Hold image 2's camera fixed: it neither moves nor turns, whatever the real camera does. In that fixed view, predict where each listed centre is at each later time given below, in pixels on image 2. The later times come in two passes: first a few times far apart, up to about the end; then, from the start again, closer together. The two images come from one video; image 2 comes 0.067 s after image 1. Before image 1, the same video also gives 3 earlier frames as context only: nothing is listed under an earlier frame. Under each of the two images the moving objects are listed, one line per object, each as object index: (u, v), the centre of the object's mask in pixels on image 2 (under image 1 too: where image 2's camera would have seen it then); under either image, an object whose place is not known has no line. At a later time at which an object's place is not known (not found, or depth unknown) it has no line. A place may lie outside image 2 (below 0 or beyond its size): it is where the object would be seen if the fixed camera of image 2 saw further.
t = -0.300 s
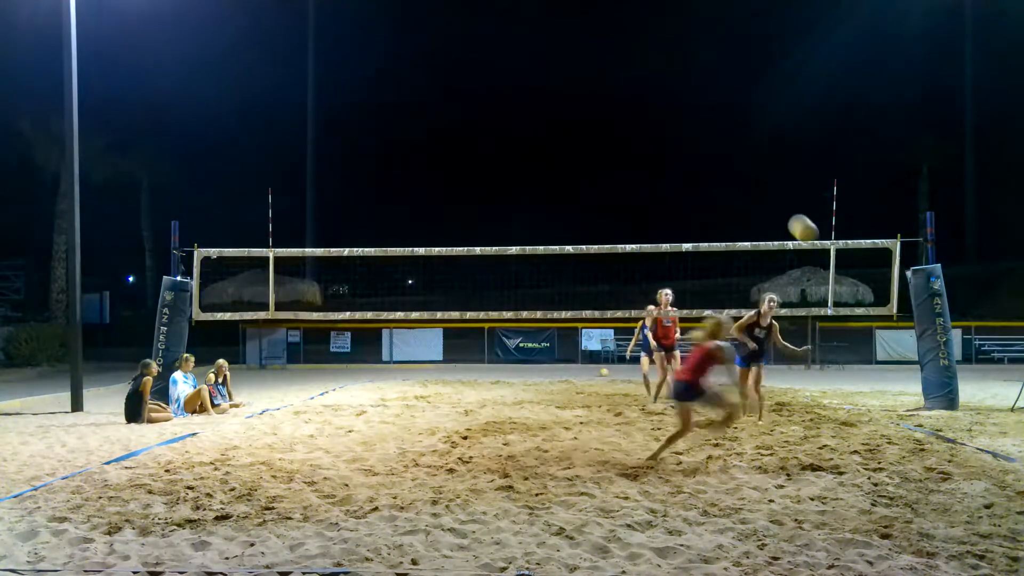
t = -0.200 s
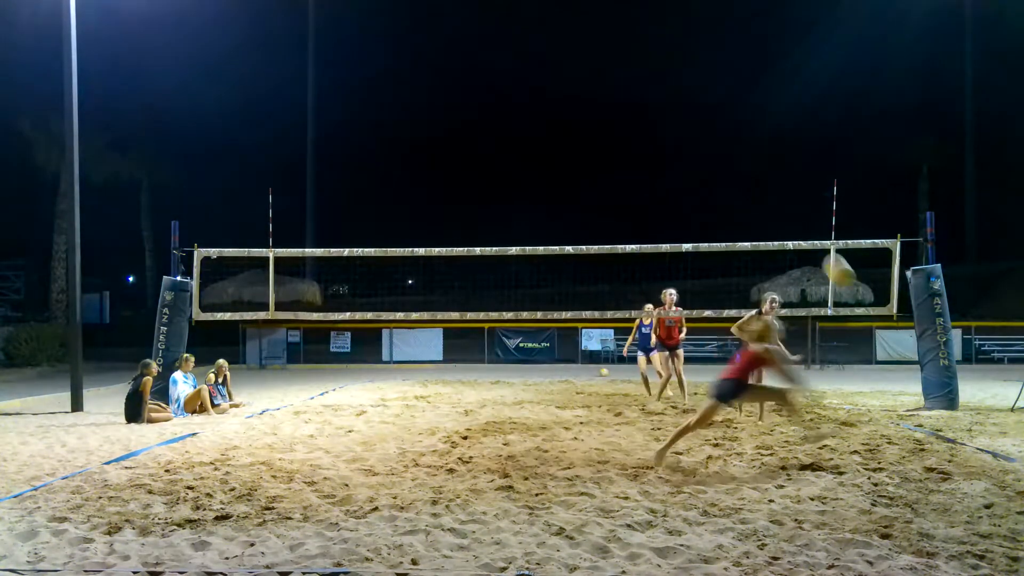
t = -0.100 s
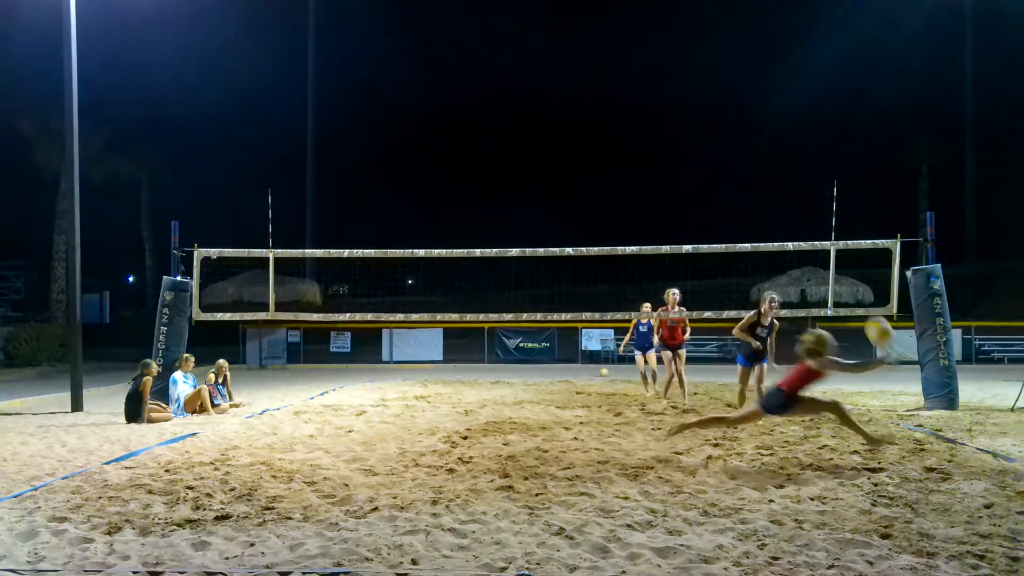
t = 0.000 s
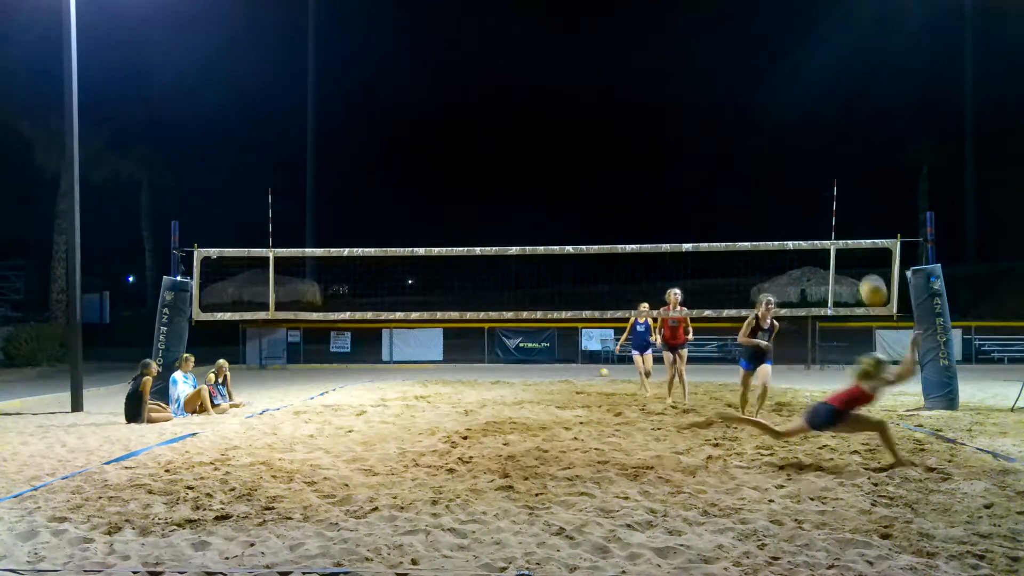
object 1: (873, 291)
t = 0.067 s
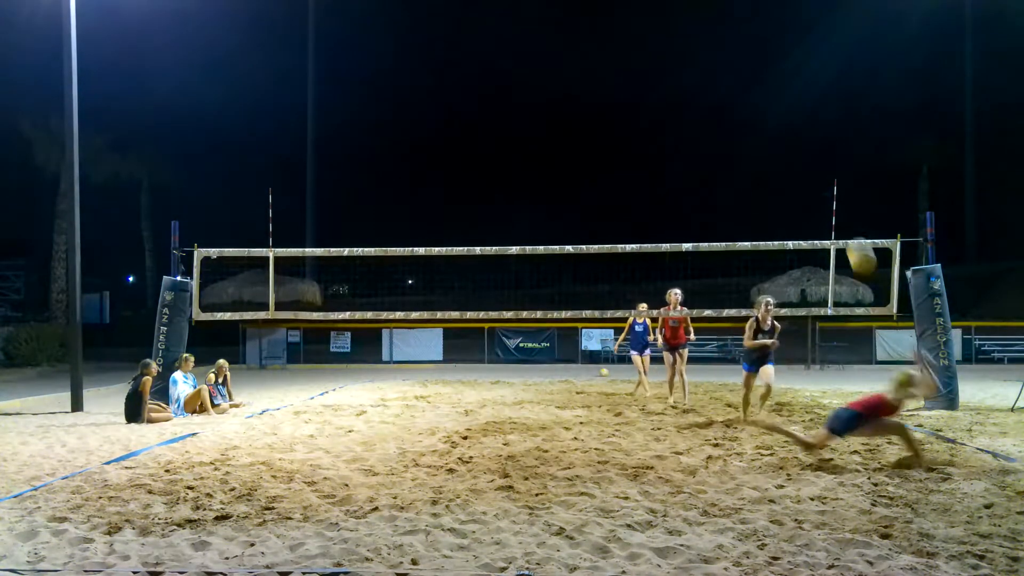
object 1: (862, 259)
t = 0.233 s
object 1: (828, 181)
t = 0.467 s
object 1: (784, 133)
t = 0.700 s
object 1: (739, 141)
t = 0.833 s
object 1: (716, 171)
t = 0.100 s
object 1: (854, 239)
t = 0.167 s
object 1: (842, 209)
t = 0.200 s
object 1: (835, 195)
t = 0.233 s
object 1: (828, 181)
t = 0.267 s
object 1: (821, 171)
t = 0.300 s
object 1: (815, 161)
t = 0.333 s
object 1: (808, 153)
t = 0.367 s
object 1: (802, 147)
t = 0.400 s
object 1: (796, 141)
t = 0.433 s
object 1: (790, 137)
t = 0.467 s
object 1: (784, 133)
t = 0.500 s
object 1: (778, 131)
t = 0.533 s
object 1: (771, 129)
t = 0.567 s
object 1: (765, 129)
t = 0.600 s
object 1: (759, 131)
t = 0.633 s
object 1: (752, 133)
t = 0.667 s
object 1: (746, 137)
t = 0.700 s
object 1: (739, 141)
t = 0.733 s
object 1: (733, 147)
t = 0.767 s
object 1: (727, 154)
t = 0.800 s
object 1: (721, 163)
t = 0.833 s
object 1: (716, 171)
